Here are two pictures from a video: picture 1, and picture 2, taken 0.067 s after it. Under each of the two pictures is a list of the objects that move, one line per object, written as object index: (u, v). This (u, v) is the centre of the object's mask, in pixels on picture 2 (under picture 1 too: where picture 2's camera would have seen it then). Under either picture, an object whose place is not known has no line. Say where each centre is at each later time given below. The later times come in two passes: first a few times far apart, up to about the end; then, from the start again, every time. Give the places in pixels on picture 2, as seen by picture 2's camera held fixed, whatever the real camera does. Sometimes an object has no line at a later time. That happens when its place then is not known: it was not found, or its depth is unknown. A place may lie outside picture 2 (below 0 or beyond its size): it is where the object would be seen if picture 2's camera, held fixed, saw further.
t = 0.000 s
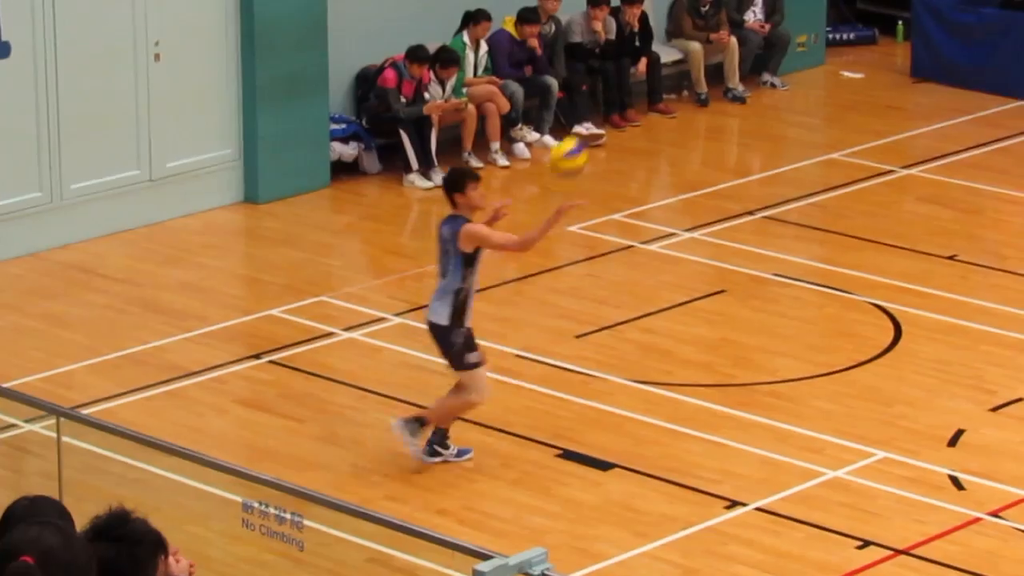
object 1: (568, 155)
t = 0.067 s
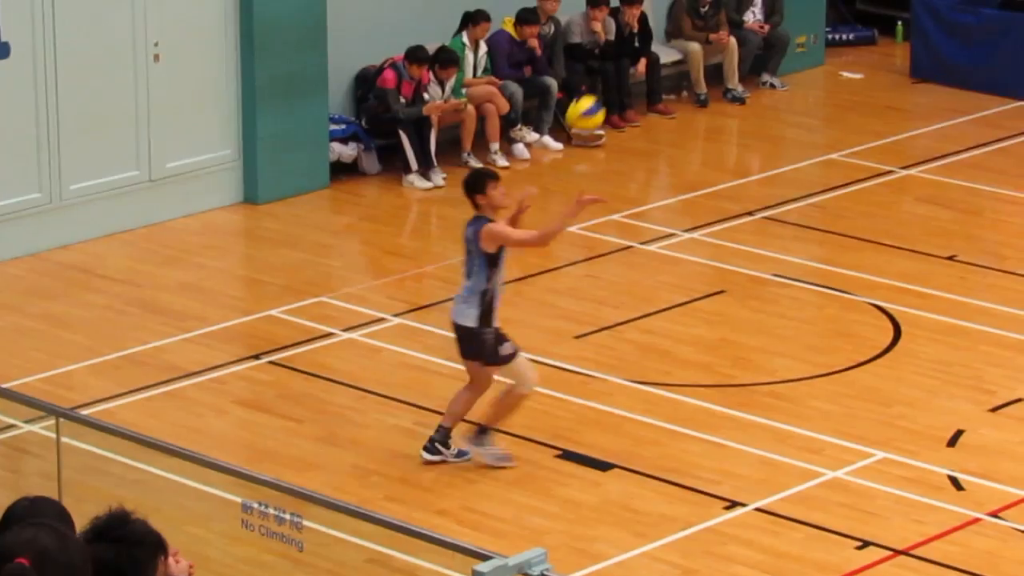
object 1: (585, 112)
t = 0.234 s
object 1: (629, 44)
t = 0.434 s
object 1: (681, 20)
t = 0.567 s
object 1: (718, 44)
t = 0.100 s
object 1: (594, 96)
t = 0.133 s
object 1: (603, 81)
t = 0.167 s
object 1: (612, 67)
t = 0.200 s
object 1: (620, 54)
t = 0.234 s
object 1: (629, 44)
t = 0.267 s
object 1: (638, 35)
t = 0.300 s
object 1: (646, 28)
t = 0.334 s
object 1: (655, 23)
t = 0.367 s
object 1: (664, 21)
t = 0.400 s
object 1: (673, 20)
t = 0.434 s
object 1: (681, 20)
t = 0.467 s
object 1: (690, 24)
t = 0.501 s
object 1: (699, 28)
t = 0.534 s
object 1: (708, 35)
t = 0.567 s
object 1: (718, 44)
